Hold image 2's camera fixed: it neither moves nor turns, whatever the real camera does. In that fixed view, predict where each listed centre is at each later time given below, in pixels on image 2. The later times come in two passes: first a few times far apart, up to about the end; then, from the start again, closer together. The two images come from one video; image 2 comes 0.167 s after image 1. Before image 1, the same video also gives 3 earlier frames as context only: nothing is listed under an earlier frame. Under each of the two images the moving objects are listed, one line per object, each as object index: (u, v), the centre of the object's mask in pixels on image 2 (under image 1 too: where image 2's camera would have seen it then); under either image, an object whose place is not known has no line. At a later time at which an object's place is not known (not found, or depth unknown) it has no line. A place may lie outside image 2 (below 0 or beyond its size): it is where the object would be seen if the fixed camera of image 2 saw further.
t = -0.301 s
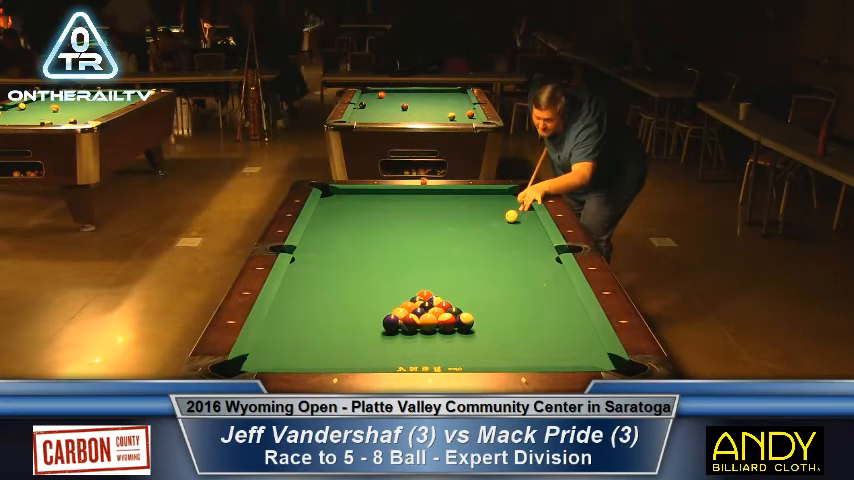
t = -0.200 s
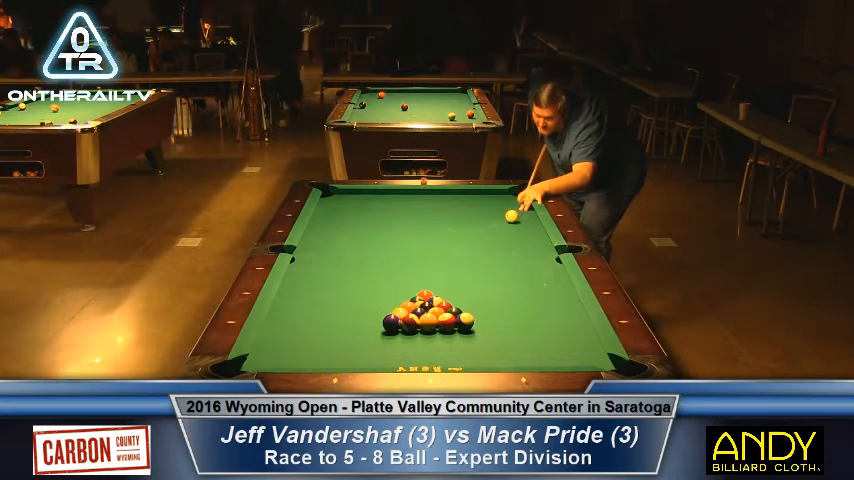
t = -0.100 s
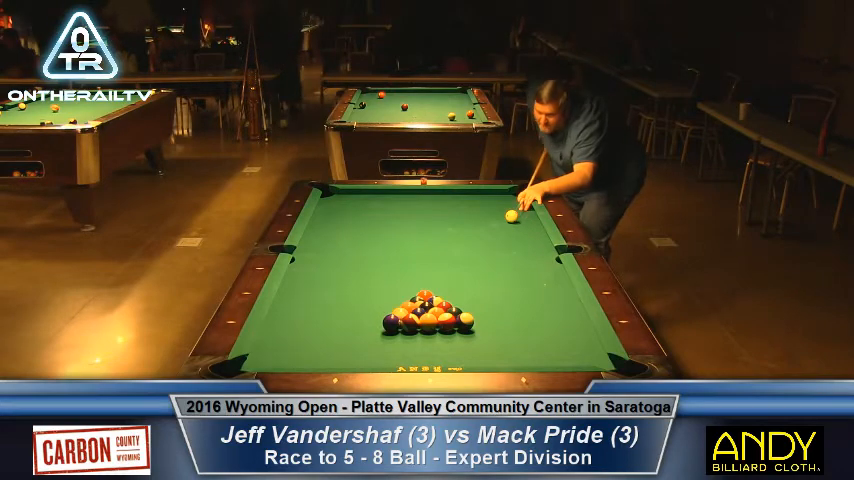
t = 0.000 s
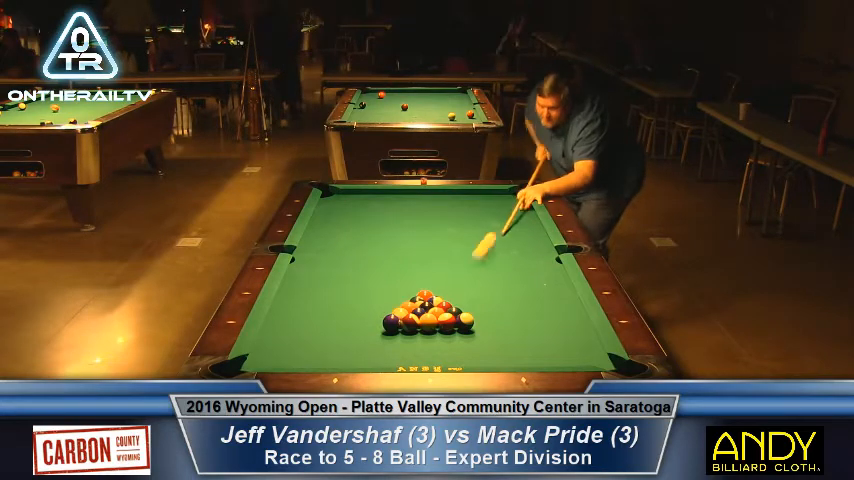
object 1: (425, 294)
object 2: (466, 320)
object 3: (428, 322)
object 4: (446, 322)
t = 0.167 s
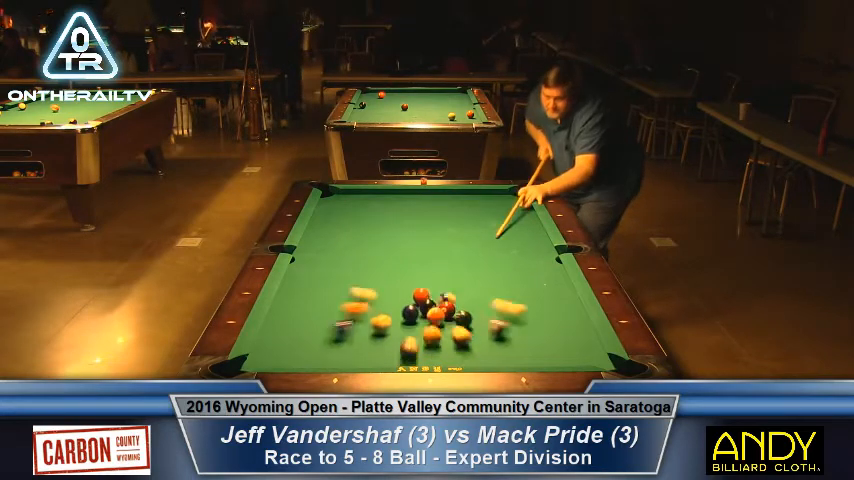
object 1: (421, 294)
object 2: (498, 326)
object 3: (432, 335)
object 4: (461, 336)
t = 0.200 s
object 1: (420, 294)
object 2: (507, 328)
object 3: (433, 341)
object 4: (466, 342)
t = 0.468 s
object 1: (410, 287)
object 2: (591, 345)
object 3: (440, 355)
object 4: (495, 353)
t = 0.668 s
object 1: (403, 280)
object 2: (566, 357)
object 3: (412, 341)
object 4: (506, 343)
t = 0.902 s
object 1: (391, 270)
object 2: (531, 356)
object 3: (351, 330)
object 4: (517, 344)
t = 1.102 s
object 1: (380, 259)
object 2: (501, 353)
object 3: (306, 320)
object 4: (526, 345)
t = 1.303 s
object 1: (370, 249)
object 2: (473, 347)
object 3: (285, 312)
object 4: (533, 346)
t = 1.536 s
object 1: (359, 239)
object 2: (442, 340)
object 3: (315, 307)
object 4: (542, 347)
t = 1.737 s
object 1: (351, 231)
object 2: (417, 337)
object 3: (338, 303)
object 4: (547, 348)
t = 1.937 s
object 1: (343, 224)
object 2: (393, 332)
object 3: (360, 299)
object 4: (552, 349)
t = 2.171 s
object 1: (334, 216)
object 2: (367, 327)
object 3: (384, 295)
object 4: (556, 350)
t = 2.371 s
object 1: (327, 210)
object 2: (346, 324)
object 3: (402, 291)
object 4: (558, 350)
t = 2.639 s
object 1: (326, 204)
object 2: (320, 318)
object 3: (421, 286)
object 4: (560, 350)
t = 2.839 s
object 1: (331, 199)
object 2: (302, 315)
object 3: (428, 283)
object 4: (559, 350)
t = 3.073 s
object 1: (338, 195)
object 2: (281, 311)
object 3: (435, 280)
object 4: (555, 350)
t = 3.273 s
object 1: (343, 191)
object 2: (285, 307)
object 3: (441, 276)
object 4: (551, 350)
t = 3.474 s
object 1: (344, 192)
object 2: (296, 305)
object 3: (446, 274)
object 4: (549, 350)
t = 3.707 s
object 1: (347, 195)
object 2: (307, 302)
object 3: (451, 272)
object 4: (547, 351)
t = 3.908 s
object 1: (349, 196)
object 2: (315, 300)
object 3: (454, 270)
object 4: (547, 351)
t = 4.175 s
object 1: (350, 198)
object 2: (325, 297)
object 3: (458, 267)
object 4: (547, 351)
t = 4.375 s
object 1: (352, 200)
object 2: (331, 295)
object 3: (460, 266)
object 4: (547, 351)
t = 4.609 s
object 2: (337, 294)
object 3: (462, 265)
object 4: (547, 351)
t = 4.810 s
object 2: (341, 293)
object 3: (464, 264)
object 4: (547, 351)
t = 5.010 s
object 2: (345, 292)
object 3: (465, 264)
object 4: (547, 351)
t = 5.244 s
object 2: (348, 290)
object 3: (466, 263)
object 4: (547, 351)
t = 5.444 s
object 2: (351, 290)
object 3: (466, 263)
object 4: (547, 351)
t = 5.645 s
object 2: (352, 290)
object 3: (466, 263)
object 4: (547, 351)
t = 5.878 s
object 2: (353, 289)
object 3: (466, 263)
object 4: (547, 351)
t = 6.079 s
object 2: (353, 289)
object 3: (466, 263)
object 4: (547, 351)
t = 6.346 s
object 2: (353, 289)
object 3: (466, 263)
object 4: (547, 351)
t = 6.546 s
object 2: (353, 290)
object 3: (466, 263)
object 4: (547, 351)
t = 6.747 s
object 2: (352, 289)
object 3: (466, 263)
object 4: (547, 351)
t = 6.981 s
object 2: (352, 290)
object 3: (466, 263)
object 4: (547, 351)
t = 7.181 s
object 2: (352, 290)
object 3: (466, 263)
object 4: (547, 351)
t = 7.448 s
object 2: (352, 290)
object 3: (466, 263)
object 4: (547, 351)
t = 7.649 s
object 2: (352, 290)
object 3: (466, 263)
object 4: (547, 351)
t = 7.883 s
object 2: (352, 290)
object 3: (466, 263)
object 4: (547, 351)
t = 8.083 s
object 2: (352, 290)
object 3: (466, 263)
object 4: (547, 351)
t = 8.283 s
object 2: (352, 290)
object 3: (466, 263)
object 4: (547, 351)
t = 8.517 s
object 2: (352, 290)
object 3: (466, 263)
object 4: (547, 351)
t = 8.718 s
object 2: (352, 290)
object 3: (466, 263)
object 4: (547, 351)
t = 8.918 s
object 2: (352, 290)
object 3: (466, 263)
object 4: (547, 351)
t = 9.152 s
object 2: (352, 290)
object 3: (466, 263)
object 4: (547, 351)
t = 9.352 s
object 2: (352, 290)
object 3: (466, 263)
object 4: (547, 351)
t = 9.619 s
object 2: (352, 290)
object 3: (466, 263)
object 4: (547, 351)
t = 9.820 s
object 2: (352, 290)
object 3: (466, 263)
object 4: (547, 351)
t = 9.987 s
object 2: (352, 290)
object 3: (466, 263)
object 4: (547, 351)
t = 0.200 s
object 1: (420, 294)
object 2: (507, 328)
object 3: (433, 341)
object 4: (466, 342)
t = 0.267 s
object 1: (417, 293)
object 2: (530, 334)
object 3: (435, 350)
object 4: (477, 351)
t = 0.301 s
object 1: (416, 292)
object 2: (541, 335)
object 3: (437, 354)
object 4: (481, 356)
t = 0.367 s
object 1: (413, 290)
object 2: (559, 339)
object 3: (438, 359)
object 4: (489, 359)
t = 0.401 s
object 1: (412, 289)
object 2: (569, 341)
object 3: (439, 358)
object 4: (492, 356)
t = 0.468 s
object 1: (410, 287)
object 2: (591, 345)
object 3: (440, 355)
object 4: (495, 353)
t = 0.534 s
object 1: (408, 285)
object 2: (583, 349)
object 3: (440, 352)
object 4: (499, 348)
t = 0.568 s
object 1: (407, 285)
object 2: (579, 352)
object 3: (441, 349)
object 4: (500, 344)
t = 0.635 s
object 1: (405, 282)
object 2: (568, 356)
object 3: (424, 343)
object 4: (504, 342)
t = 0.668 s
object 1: (403, 280)
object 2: (566, 357)
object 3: (412, 341)
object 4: (506, 343)
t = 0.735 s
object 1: (400, 278)
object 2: (556, 358)
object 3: (392, 338)
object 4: (509, 343)
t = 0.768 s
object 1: (398, 277)
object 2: (551, 359)
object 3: (382, 337)
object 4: (510, 344)
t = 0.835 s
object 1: (395, 274)
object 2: (540, 358)
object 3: (366, 332)
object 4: (514, 344)
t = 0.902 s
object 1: (391, 270)
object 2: (531, 356)
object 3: (351, 330)
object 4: (517, 344)
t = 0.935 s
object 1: (389, 268)
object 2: (525, 356)
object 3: (343, 328)
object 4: (517, 342)
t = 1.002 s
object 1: (385, 265)
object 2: (515, 353)
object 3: (328, 325)
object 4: (522, 343)
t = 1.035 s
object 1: (383, 263)
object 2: (510, 354)
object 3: (320, 323)
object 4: (523, 345)
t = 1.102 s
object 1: (380, 259)
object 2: (501, 353)
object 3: (306, 320)
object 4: (526, 345)
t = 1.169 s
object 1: (376, 256)
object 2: (492, 351)
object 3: (292, 317)
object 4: (528, 346)
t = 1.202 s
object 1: (375, 255)
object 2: (487, 350)
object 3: (285, 315)
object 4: (530, 346)
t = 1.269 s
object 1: (371, 251)
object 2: (477, 348)
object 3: (279, 313)
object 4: (532, 346)
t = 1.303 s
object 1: (370, 249)
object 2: (473, 347)
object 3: (285, 312)
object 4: (533, 346)
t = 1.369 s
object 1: (367, 246)
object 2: (464, 346)
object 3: (294, 311)
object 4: (536, 347)
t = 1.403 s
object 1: (365, 245)
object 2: (460, 345)
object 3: (298, 310)
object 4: (537, 347)
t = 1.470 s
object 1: (362, 242)
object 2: (452, 342)
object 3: (306, 309)
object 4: (540, 347)
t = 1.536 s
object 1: (359, 239)
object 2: (442, 340)
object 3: (315, 307)
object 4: (542, 347)
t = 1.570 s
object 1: (358, 237)
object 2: (437, 339)
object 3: (319, 306)
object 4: (543, 348)
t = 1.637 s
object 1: (355, 235)
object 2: (428, 339)
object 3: (327, 305)
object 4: (545, 348)
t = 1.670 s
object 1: (354, 234)
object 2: (424, 339)
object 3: (330, 304)
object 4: (546, 348)
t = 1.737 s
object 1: (351, 231)
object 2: (417, 337)
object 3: (338, 303)
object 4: (547, 348)
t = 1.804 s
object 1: (348, 229)
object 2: (409, 336)
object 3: (345, 302)
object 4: (549, 349)
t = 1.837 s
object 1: (346, 227)
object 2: (405, 335)
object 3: (349, 301)
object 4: (550, 349)
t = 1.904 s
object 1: (344, 225)
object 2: (397, 333)
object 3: (356, 300)
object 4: (551, 349)
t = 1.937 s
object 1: (343, 224)
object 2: (393, 332)
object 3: (360, 299)
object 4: (552, 349)
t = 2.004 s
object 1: (340, 221)
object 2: (386, 331)
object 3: (367, 298)
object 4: (553, 350)
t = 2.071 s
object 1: (338, 219)
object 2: (378, 330)
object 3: (374, 296)
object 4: (554, 350)
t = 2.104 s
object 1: (336, 218)
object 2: (375, 329)
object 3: (377, 296)
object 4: (555, 350)
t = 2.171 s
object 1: (334, 216)
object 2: (367, 327)
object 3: (384, 295)
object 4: (556, 350)
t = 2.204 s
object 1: (332, 215)
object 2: (364, 326)
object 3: (387, 294)
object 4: (556, 350)
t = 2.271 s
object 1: (330, 213)
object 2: (357, 325)
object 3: (393, 293)
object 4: (557, 350)
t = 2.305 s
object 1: (329, 212)
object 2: (353, 325)
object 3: (396, 292)
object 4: (558, 350)
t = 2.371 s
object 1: (327, 210)
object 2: (346, 324)
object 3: (402, 291)
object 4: (558, 350)
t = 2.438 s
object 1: (324, 208)
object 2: (340, 322)
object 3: (408, 290)
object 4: (559, 350)
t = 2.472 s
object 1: (324, 207)
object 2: (337, 321)
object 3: (411, 290)
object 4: (559, 350)
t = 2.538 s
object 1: (323, 205)
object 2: (330, 320)
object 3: (417, 288)
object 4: (559, 350)
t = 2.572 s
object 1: (324, 205)
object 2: (327, 319)
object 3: (419, 288)
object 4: (559, 350)
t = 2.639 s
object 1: (326, 204)
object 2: (320, 318)
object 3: (421, 286)
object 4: (560, 350)
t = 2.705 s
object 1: (328, 202)
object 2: (314, 317)
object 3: (424, 285)
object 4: (560, 350)
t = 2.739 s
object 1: (328, 201)
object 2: (311, 316)
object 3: (425, 285)
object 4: (560, 350)
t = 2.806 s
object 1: (330, 200)
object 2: (305, 315)
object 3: (427, 284)
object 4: (560, 350)
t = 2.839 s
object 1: (331, 199)
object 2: (302, 315)
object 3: (428, 283)
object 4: (559, 350)
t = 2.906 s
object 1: (334, 197)
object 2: (296, 314)
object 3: (430, 282)
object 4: (558, 350)
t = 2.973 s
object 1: (336, 196)
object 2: (290, 312)
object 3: (433, 281)
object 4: (556, 350)
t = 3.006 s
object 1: (336, 196)
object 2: (287, 312)
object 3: (433, 280)
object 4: (556, 350)
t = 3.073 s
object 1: (338, 195)
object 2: (281, 311)
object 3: (435, 280)
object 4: (555, 350)
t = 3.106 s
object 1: (339, 194)
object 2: (279, 311)
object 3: (436, 279)
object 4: (554, 350)
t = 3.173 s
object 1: (341, 192)
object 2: (279, 309)
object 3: (438, 278)
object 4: (553, 350)
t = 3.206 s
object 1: (342, 191)
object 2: (281, 309)
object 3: (439, 277)
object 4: (552, 350)
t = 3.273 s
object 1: (343, 191)
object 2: (285, 307)
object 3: (441, 276)
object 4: (551, 350)
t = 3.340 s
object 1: (344, 191)
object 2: (290, 307)
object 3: (443, 276)
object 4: (550, 350)
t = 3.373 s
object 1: (344, 191)
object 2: (291, 307)
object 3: (443, 276)
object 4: (550, 350)
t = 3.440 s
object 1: (344, 192)
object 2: (295, 306)
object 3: (445, 275)
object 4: (549, 351)
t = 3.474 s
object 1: (344, 192)
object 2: (296, 305)
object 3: (446, 274)
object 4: (549, 350)
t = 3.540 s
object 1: (346, 194)
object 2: (299, 305)
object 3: (447, 273)
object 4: (548, 351)
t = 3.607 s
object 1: (346, 194)
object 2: (302, 304)
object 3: (449, 273)
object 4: (548, 351)
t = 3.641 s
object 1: (346, 194)
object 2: (304, 303)
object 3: (449, 272)
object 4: (548, 351)
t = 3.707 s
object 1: (347, 195)
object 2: (307, 302)
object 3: (451, 272)
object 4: (547, 351)
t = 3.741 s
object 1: (347, 195)
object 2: (309, 302)
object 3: (451, 272)
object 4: (547, 351)
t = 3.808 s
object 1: (348, 196)
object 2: (311, 302)
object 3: (453, 271)
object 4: (547, 351)
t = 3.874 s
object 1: (348, 196)
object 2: (314, 301)
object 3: (453, 270)
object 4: (547, 351)
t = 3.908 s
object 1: (349, 196)
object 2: (315, 300)
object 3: (454, 270)
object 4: (547, 351)
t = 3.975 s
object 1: (349, 197)
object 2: (317, 299)
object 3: (455, 269)
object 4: (547, 351)
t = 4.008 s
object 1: (349, 197)
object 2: (318, 299)
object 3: (455, 269)
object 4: (547, 351)
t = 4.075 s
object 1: (350, 198)
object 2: (321, 298)
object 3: (457, 268)
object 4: (547, 351)
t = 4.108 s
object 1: (350, 198)
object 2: (322, 298)
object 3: (457, 268)
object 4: (547, 351)
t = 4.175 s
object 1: (350, 198)
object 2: (325, 297)
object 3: (458, 267)
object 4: (547, 351)
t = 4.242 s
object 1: (351, 199)
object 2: (327, 297)
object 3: (459, 267)
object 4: (547, 351)
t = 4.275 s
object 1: (351, 199)
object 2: (328, 296)
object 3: (459, 267)
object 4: (547, 351)
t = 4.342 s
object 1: (351, 199)
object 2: (330, 296)
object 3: (460, 266)
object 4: (547, 351)
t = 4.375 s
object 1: (352, 200)
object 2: (331, 295)
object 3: (460, 266)
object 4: (547, 351)
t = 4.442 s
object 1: (352, 200)
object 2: (333, 295)
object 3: (461, 266)
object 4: (547, 351)
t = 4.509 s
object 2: (335, 295)
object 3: (462, 265)
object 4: (547, 351)
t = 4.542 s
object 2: (335, 295)
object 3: (462, 265)
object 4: (547, 351)
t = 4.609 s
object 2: (337, 294)
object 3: (462, 265)
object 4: (547, 351)
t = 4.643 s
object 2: (338, 294)
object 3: (463, 264)
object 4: (547, 351)
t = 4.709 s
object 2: (339, 294)
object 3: (463, 264)
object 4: (547, 351)
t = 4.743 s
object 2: (340, 293)
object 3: (463, 264)
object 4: (547, 351)
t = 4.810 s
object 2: (341, 293)
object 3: (464, 264)
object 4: (547, 351)
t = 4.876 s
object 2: (343, 292)
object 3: (464, 264)
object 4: (547, 351)
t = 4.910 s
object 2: (343, 292)
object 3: (465, 264)
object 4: (547, 351)
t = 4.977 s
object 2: (345, 292)
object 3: (465, 264)
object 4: (547, 351)
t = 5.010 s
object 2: (345, 292)
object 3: (465, 264)
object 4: (547, 351)
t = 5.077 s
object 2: (346, 291)
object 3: (465, 263)
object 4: (547, 351)
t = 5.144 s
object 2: (347, 291)
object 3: (465, 263)
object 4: (547, 351)
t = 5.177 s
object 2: (347, 291)
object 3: (466, 263)
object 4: (547, 351)
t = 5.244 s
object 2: (348, 290)
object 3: (466, 263)
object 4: (547, 351)
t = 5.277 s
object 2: (349, 290)
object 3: (466, 263)
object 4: (547, 351)
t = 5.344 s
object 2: (350, 290)
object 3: (466, 263)
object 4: (547, 351)
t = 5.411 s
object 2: (351, 290)
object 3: (466, 263)
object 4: (547, 351)
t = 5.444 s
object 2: (351, 290)
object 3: (466, 263)
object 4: (547, 351)
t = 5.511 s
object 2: (351, 290)
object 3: (466, 263)
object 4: (547, 351)
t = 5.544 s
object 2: (352, 290)
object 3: (466, 263)
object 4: (547, 351)
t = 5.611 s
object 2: (352, 290)
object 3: (466, 263)
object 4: (547, 351)
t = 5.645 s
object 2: (352, 290)
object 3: (466, 263)
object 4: (547, 351)
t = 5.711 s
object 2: (352, 290)
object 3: (466, 263)
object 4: (547, 351)
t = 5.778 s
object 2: (352, 289)
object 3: (466, 263)
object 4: (547, 351)
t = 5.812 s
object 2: (353, 289)
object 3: (466, 263)
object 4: (547, 351)
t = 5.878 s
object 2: (353, 289)
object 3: (466, 263)
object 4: (547, 351)
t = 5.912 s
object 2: (353, 289)
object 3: (466, 263)
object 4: (547, 351)
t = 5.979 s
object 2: (353, 289)
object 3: (466, 263)
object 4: (547, 351)
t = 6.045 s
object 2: (353, 289)
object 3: (466, 263)
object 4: (547, 351)
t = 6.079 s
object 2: (353, 289)
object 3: (466, 263)
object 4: (547, 351)
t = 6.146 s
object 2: (352, 289)
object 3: (466, 263)
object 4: (547, 351)
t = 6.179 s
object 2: (352, 289)
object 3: (466, 263)
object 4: (547, 351)
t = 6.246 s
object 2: (352, 289)
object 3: (466, 263)
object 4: (547, 351)
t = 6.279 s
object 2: (352, 289)
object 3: (466, 263)
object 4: (547, 351)
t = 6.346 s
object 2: (353, 289)
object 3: (466, 263)
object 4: (547, 351)
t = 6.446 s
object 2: (353, 290)
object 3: (466, 263)
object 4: (547, 351)
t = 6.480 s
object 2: (353, 290)
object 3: (466, 263)
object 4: (547, 351)
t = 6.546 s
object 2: (353, 290)
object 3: (466, 263)
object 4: (547, 351)
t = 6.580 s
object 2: (353, 290)
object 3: (466, 263)
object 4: (547, 351)
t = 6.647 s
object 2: (352, 289)
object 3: (466, 263)
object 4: (547, 351)
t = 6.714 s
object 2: (352, 289)
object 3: (466, 263)
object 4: (547, 351)
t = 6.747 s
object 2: (352, 289)
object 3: (466, 263)
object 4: (547, 351)
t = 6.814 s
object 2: (352, 289)
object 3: (466, 263)
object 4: (547, 351)
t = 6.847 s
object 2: (352, 290)
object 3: (466, 263)
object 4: (547, 351)
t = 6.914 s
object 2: (352, 290)
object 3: (466, 263)
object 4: (547, 351)
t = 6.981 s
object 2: (352, 290)
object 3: (466, 263)
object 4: (547, 351)
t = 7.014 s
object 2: (352, 290)
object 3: (466, 263)
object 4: (547, 351)
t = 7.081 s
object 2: (352, 290)
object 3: (466, 263)
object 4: (547, 351)
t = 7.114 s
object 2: (352, 290)
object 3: (466, 263)
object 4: (547, 351)
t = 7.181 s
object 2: (352, 290)
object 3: (466, 263)
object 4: (547, 351)
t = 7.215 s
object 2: (352, 290)
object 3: (466, 263)
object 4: (547, 351)
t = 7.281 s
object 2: (352, 290)
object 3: (466, 263)
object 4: (547, 351)
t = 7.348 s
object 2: (352, 290)
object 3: (466, 263)
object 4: (547, 351)
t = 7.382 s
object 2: (352, 290)
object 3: (466, 263)
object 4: (547, 351)
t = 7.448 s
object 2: (352, 290)
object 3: (466, 263)
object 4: (547, 351)
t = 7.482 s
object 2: (352, 290)
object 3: (466, 263)
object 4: (547, 351)
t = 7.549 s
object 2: (352, 290)
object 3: (466, 263)
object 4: (547, 351)
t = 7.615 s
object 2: (352, 290)
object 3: (466, 263)
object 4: (547, 351)
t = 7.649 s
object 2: (352, 290)
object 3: (466, 263)
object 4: (547, 351)
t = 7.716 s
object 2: (352, 290)
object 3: (466, 263)
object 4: (547, 351)
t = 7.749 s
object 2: (352, 290)
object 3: (466, 263)
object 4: (547, 351)
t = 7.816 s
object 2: (352, 290)
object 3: (466, 263)
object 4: (547, 351)
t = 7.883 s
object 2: (352, 290)
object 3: (466, 263)
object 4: (547, 351)
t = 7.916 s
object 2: (352, 290)
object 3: (466, 263)
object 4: (547, 351)
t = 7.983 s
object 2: (352, 290)
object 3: (466, 263)
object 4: (547, 351)
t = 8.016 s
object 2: (352, 290)
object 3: (466, 263)
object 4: (547, 351)
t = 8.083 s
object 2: (352, 290)
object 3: (466, 263)
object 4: (547, 351)
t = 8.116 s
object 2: (352, 290)
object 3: (466, 263)
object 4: (547, 351)
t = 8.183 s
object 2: (352, 290)
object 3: (466, 263)
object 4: (547, 351)
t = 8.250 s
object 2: (352, 290)
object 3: (466, 263)
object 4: (547, 351)
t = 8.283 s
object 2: (352, 290)
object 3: (466, 263)
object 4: (547, 351)
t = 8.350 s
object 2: (352, 290)
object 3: (466, 263)
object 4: (547, 351)
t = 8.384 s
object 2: (352, 290)
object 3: (466, 263)
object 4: (547, 351)
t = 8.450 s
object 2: (352, 290)
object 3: (466, 263)
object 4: (547, 351)
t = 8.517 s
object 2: (352, 290)
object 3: (466, 263)
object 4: (547, 351)
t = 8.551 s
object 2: (352, 290)
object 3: (466, 263)
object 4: (547, 351)
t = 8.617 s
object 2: (352, 290)
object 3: (466, 263)
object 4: (547, 351)
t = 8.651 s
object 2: (352, 290)
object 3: (466, 263)
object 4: (547, 351)
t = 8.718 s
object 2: (352, 290)
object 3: (466, 263)
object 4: (547, 351)
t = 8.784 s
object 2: (352, 289)
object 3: (466, 263)
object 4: (547, 351)
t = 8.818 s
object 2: (352, 290)
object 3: (466, 263)
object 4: (547, 351)
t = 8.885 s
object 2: (352, 290)
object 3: (466, 263)
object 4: (547, 351)
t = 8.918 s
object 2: (352, 290)
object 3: (466, 263)
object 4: (547, 351)
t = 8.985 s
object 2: (352, 290)
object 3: (466, 263)
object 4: (547, 351)
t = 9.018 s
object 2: (352, 290)
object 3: (466, 263)
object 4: (547, 351)
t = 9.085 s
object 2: (352, 290)
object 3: (466, 263)
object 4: (547, 351)
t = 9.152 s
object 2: (352, 290)
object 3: (466, 263)
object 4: (547, 351)
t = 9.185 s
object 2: (352, 290)
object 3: (466, 263)
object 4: (547, 351)
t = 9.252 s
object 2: (352, 289)
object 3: (466, 263)
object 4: (547, 350)
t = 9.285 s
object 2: (352, 289)
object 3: (466, 263)
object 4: (547, 350)
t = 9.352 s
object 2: (352, 290)
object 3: (466, 263)
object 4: (547, 351)
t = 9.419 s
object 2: (352, 289)
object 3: (466, 263)
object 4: (547, 350)
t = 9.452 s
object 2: (352, 289)
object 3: (466, 263)
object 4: (547, 350)
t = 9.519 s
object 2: (352, 290)
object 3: (466, 263)
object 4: (547, 351)
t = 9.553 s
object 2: (352, 290)
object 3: (466, 263)
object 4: (547, 351)
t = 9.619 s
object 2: (352, 290)
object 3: (466, 263)
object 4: (547, 351)
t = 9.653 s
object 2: (352, 290)
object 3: (466, 263)
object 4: (547, 351)
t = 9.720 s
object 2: (352, 290)
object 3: (466, 263)
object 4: (547, 351)
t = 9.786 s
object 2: (352, 289)
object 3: (466, 263)
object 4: (547, 351)
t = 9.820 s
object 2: (352, 290)
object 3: (466, 263)
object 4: (547, 351)
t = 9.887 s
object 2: (352, 289)
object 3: (466, 263)
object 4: (547, 351)
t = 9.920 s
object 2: (352, 290)
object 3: (466, 263)
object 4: (547, 351)
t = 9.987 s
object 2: (352, 290)
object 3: (466, 263)
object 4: (547, 351)
